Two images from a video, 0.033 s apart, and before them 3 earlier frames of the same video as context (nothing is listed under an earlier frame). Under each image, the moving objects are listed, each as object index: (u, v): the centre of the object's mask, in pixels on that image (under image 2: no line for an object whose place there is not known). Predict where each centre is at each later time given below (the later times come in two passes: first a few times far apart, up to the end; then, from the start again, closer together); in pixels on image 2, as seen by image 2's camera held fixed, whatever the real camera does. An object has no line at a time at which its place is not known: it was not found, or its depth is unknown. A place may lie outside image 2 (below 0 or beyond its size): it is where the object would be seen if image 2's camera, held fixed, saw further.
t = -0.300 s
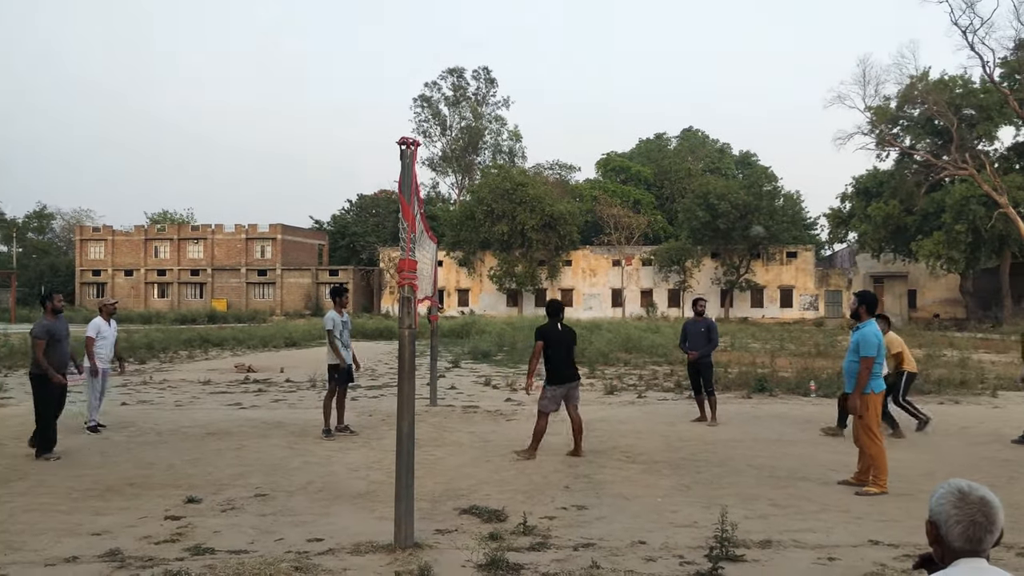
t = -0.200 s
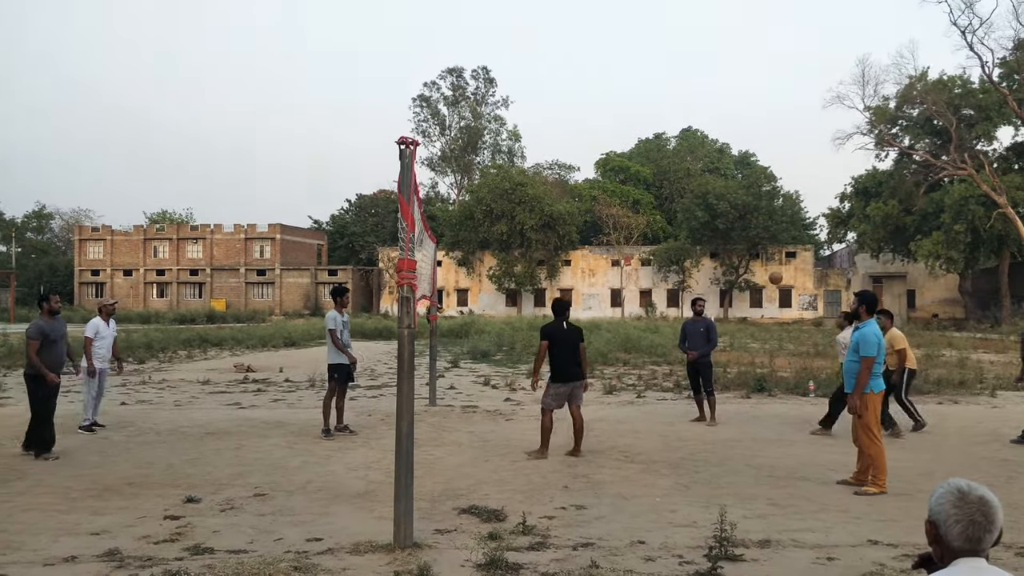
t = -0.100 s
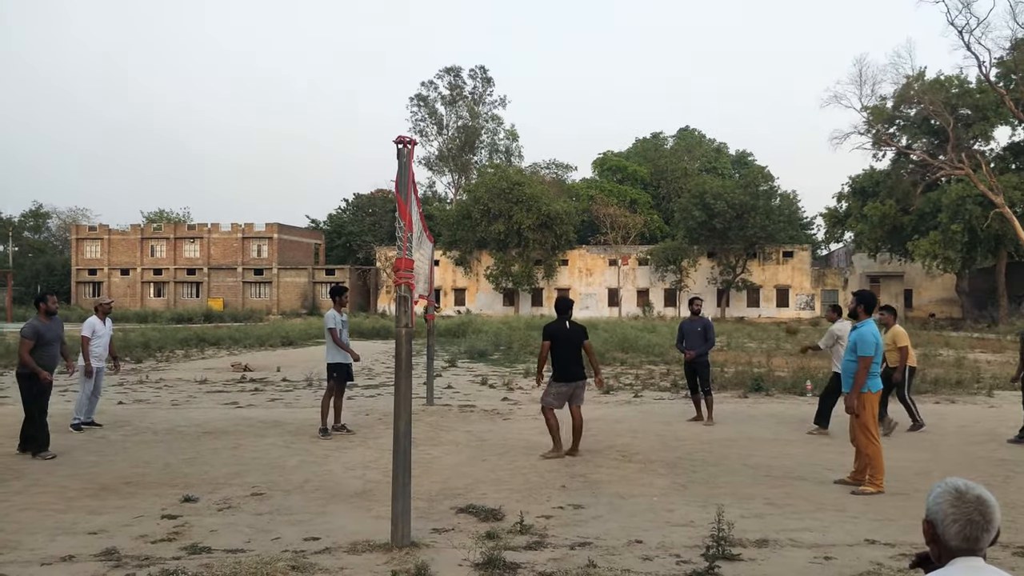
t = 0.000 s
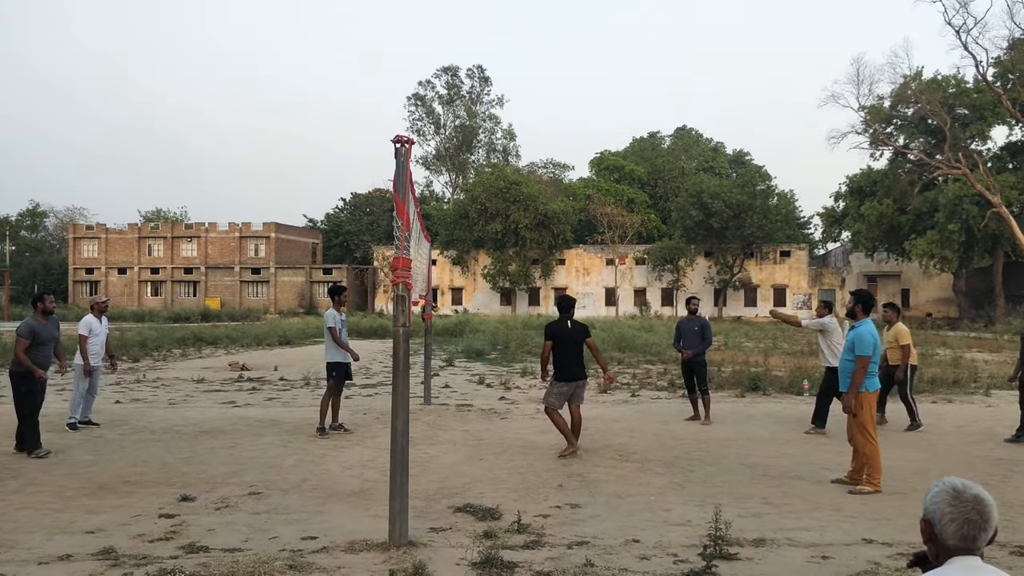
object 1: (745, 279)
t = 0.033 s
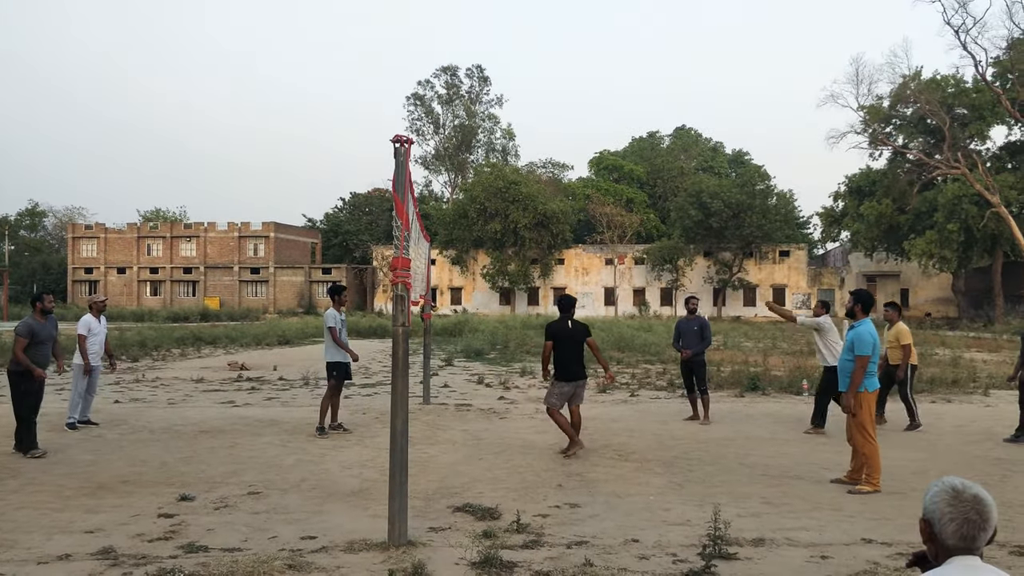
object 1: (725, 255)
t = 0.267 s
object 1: (595, 134)
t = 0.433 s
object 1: (495, 67)
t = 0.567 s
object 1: (415, 27)
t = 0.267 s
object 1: (595, 134)
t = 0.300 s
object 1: (576, 119)
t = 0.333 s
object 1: (556, 105)
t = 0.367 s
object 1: (536, 92)
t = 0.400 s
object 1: (516, 79)
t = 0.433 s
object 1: (495, 67)
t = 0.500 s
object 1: (456, 46)
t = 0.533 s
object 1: (436, 36)
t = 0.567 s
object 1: (415, 27)
